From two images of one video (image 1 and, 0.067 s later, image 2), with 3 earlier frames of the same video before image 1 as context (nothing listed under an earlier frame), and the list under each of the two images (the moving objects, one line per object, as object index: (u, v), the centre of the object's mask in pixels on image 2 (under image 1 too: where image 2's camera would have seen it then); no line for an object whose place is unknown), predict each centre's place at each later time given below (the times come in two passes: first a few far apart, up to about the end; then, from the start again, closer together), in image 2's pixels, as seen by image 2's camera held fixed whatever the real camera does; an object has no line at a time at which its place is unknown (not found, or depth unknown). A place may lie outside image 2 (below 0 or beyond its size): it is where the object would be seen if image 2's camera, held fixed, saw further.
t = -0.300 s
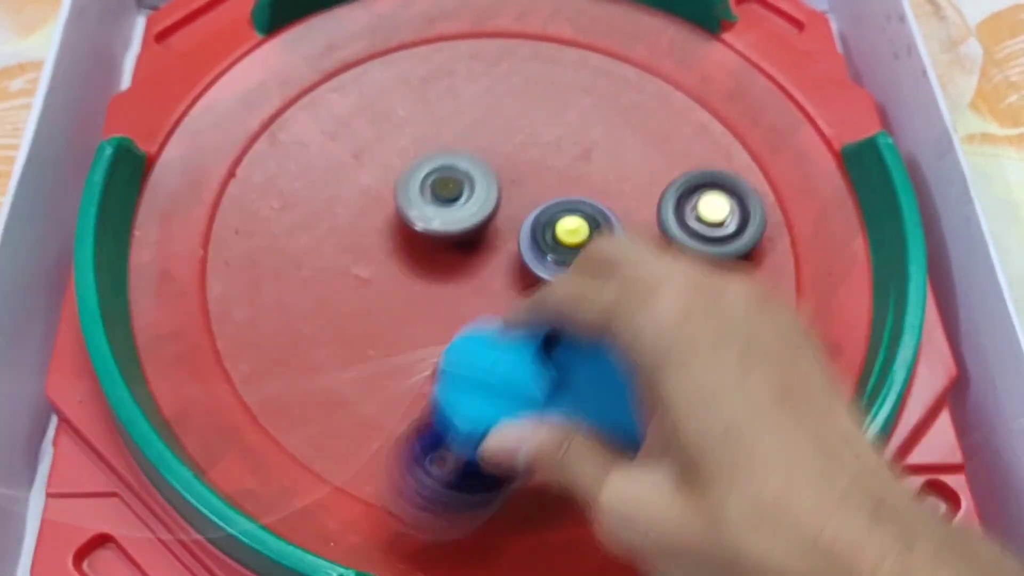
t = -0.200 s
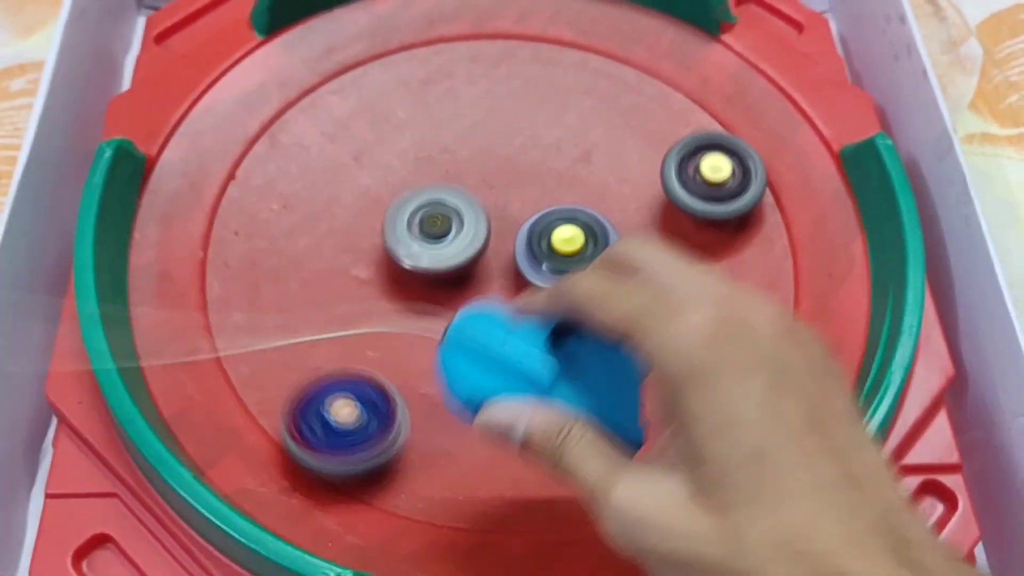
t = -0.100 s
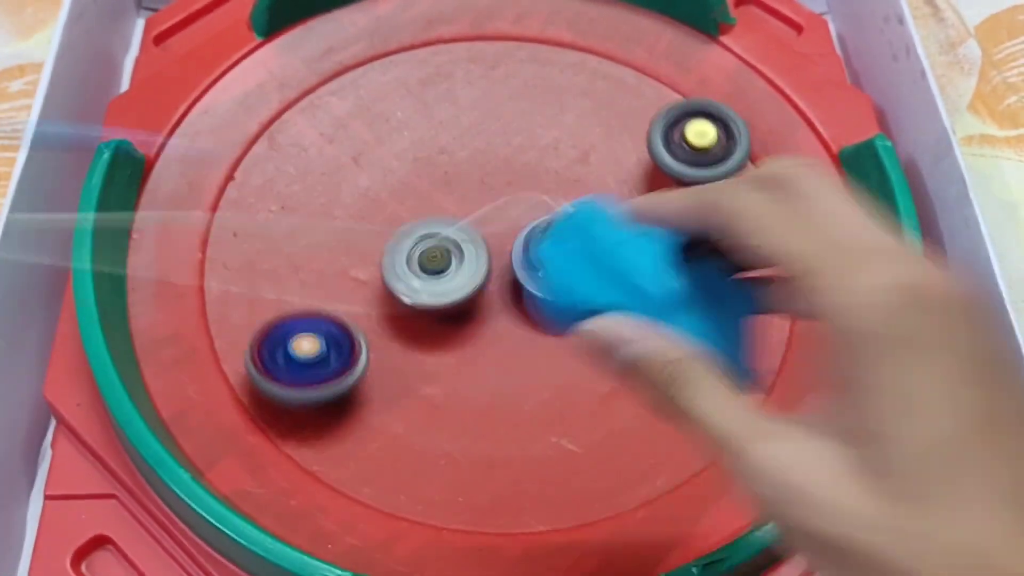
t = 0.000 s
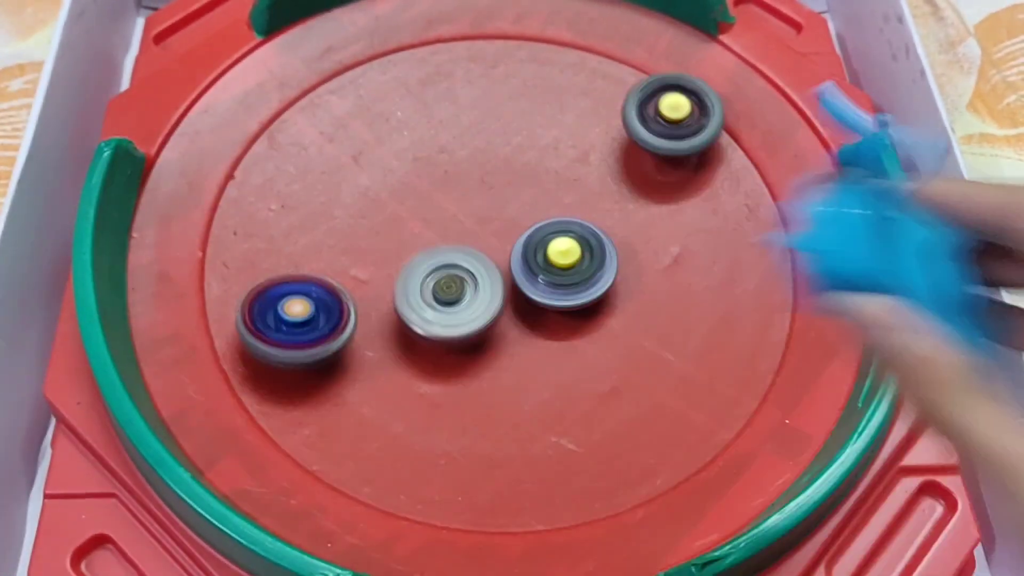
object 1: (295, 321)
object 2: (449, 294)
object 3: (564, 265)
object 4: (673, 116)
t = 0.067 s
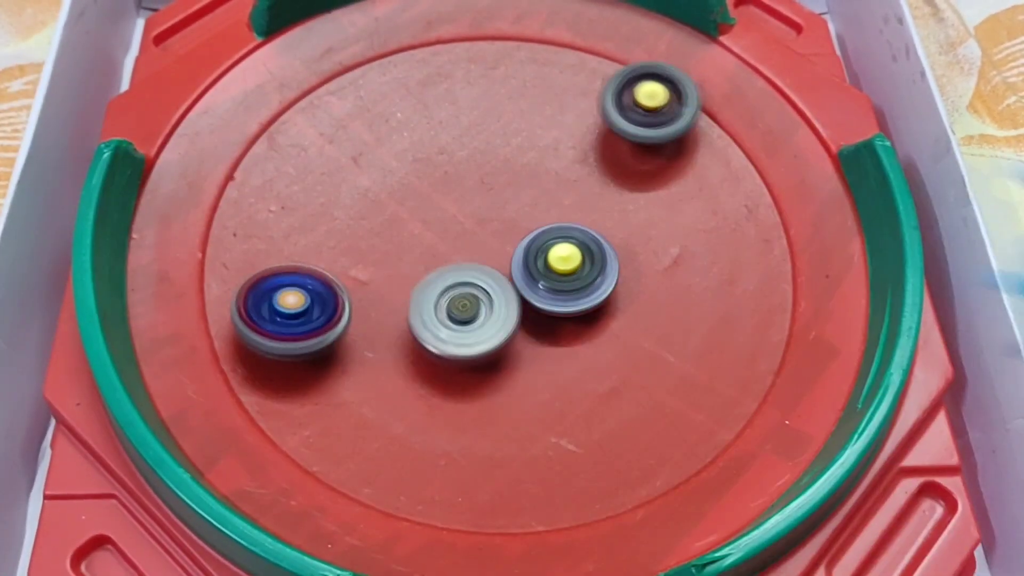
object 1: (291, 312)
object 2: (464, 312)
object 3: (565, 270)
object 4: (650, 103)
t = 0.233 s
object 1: (253, 328)
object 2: (502, 342)
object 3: (570, 274)
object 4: (590, 92)
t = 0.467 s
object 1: (319, 393)
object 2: (552, 358)
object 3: (572, 265)
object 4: (521, 120)
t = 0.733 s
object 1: (379, 248)
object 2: (600, 369)
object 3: (570, 242)
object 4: (474, 179)
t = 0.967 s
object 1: (272, 169)
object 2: (631, 342)
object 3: (568, 251)
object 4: (417, 234)
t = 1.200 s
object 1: (220, 207)
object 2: (681, 352)
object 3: (512, 201)
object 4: (423, 306)
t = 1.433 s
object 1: (321, 255)
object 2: (758, 335)
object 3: (379, 116)
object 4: (460, 353)
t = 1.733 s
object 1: (482, 154)
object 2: (670, 248)
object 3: (299, 148)
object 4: (539, 373)
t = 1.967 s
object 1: (451, 40)
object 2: (573, 232)
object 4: (589, 349)
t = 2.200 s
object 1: (372, 59)
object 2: (487, 248)
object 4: (607, 312)
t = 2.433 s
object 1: (401, 142)
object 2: (456, 267)
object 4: (600, 271)
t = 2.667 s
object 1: (537, 157)
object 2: (451, 269)
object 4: (581, 241)
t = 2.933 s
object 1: (582, 75)
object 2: (443, 231)
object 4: (575, 231)
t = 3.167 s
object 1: (559, 60)
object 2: (423, 224)
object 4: (559, 220)
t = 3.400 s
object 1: (546, 100)
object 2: (426, 228)
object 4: (548, 218)
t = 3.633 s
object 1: (588, 149)
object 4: (711, 165)
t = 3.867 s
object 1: (546, 224)
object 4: (724, 138)
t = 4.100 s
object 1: (415, 171)
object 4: (668, 141)
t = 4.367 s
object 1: (303, 236)
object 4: (622, 146)
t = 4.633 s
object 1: (504, 481)
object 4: (557, 148)
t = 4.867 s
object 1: (776, 351)
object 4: (531, 178)
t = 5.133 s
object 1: (659, 110)
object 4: (549, 200)
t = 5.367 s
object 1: (491, 112)
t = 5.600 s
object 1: (369, 269)
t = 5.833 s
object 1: (399, 443)
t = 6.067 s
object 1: (603, 492)
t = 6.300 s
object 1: (485, 442)
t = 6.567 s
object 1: (496, 433)
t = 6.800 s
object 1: (620, 342)
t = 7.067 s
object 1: (601, 224)
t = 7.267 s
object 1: (520, 107)
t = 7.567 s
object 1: (273, 96)
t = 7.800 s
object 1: (243, 270)
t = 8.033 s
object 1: (358, 394)
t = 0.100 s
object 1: (287, 310)
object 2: (472, 319)
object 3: (566, 271)
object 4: (637, 98)
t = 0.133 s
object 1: (281, 312)
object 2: (480, 326)
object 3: (567, 273)
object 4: (625, 95)
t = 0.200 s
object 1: (263, 321)
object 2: (494, 337)
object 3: (570, 274)
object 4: (602, 92)
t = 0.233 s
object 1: (253, 328)
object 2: (502, 342)
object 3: (570, 274)
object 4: (590, 92)
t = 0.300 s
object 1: (234, 351)
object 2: (517, 350)
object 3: (571, 273)
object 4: (567, 95)
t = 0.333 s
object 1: (236, 362)
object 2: (523, 354)
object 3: (572, 272)
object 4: (558, 99)
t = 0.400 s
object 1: (278, 382)
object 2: (537, 357)
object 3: (572, 270)
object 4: (538, 108)
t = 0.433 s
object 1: (299, 390)
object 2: (545, 358)
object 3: (573, 268)
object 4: (529, 113)
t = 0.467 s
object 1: (319, 393)
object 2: (552, 358)
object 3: (572, 265)
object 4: (521, 120)
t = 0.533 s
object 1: (364, 375)
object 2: (565, 356)
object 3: (568, 263)
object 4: (505, 135)
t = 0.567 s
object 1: (379, 358)
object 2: (572, 355)
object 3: (566, 263)
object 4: (499, 144)
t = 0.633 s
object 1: (395, 315)
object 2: (582, 352)
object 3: (564, 262)
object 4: (490, 161)
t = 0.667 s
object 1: (394, 292)
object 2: (587, 364)
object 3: (562, 248)
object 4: (487, 171)
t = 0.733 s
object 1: (379, 248)
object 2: (600, 369)
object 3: (570, 242)
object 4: (474, 179)
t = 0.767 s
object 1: (368, 228)
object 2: (607, 367)
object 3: (571, 244)
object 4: (469, 186)
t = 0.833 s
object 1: (339, 197)
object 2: (617, 361)
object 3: (560, 245)
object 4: (462, 207)
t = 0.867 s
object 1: (323, 186)
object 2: (621, 357)
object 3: (567, 248)
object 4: (446, 209)
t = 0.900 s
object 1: (307, 177)
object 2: (625, 352)
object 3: (571, 251)
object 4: (431, 213)
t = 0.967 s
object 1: (272, 169)
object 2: (631, 342)
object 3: (568, 251)
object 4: (417, 234)
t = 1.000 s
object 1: (257, 169)
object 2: (633, 337)
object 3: (566, 250)
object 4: (415, 245)
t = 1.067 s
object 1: (227, 175)
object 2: (634, 326)
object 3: (561, 249)
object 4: (414, 267)
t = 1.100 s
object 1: (220, 181)
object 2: (634, 319)
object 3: (558, 248)
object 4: (415, 276)
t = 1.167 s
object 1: (220, 199)
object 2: (644, 319)
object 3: (546, 240)
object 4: (419, 296)
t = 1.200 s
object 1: (220, 207)
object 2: (681, 352)
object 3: (512, 201)
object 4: (423, 306)
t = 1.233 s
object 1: (223, 215)
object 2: (707, 373)
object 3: (481, 168)
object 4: (428, 315)
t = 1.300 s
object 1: (238, 237)
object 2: (741, 385)
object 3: (433, 122)
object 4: (438, 331)
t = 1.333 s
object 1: (254, 248)
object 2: (750, 377)
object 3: (415, 111)
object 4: (443, 337)
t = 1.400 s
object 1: (297, 258)
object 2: (760, 349)
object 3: (389, 112)
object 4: (454, 348)
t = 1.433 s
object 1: (321, 255)
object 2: (758, 335)
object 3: (379, 116)
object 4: (460, 353)
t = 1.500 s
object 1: (362, 241)
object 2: (744, 308)
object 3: (361, 125)
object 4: (476, 361)
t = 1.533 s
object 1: (381, 228)
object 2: (735, 296)
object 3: (353, 130)
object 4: (484, 365)
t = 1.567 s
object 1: (397, 214)
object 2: (724, 284)
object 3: (345, 135)
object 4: (494, 368)
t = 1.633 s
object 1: (442, 199)
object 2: (702, 267)
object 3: (321, 129)
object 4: (511, 371)
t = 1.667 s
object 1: (458, 186)
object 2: (693, 260)
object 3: (311, 134)
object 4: (520, 372)
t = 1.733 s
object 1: (482, 154)
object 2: (670, 248)
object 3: (299, 148)
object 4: (539, 373)
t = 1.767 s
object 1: (489, 134)
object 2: (657, 243)
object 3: (293, 155)
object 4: (546, 371)
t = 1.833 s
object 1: (489, 95)
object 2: (630, 236)
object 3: (283, 170)
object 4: (561, 366)
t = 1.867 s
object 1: (483, 77)
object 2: (617, 235)
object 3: (279, 178)
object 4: (569, 363)
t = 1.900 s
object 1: (474, 61)
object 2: (603, 234)
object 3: (276, 185)
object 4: (577, 359)
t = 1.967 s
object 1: (451, 40)
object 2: (573, 232)
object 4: (589, 349)
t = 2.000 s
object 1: (437, 34)
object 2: (560, 233)
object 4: (595, 344)
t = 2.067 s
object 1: (410, 36)
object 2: (535, 236)
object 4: (601, 334)
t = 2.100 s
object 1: (398, 41)
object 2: (522, 239)
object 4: (604, 329)
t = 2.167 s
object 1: (379, 51)
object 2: (498, 245)
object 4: (607, 317)
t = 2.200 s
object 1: (372, 59)
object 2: (487, 248)
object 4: (607, 312)
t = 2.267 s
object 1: (362, 77)
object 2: (466, 255)
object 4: (607, 301)
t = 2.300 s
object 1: (362, 89)
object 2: (458, 259)
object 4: (607, 294)
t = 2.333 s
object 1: (365, 103)
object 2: (449, 262)
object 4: (606, 288)
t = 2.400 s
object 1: (386, 130)
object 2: (444, 266)
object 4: (602, 276)
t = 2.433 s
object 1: (401, 142)
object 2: (456, 267)
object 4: (600, 271)
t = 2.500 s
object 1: (436, 159)
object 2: (458, 269)
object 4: (595, 261)
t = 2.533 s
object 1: (458, 162)
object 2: (455, 271)
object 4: (592, 257)
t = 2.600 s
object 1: (498, 164)
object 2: (452, 271)
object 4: (587, 251)
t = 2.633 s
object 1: (518, 161)
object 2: (449, 273)
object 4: (584, 246)
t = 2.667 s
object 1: (537, 157)
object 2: (451, 269)
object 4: (581, 241)
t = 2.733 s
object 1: (564, 133)
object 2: (467, 252)
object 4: (592, 247)
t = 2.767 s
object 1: (573, 119)
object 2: (463, 247)
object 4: (598, 249)
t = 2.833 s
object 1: (585, 97)
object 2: (455, 241)
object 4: (590, 244)
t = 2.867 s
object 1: (585, 89)
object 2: (450, 238)
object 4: (582, 237)
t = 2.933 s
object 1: (582, 75)
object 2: (443, 231)
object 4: (575, 231)
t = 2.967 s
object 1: (579, 70)
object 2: (439, 229)
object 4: (572, 228)
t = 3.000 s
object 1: (576, 67)
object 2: (436, 227)
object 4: (570, 225)
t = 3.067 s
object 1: (569, 61)
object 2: (430, 224)
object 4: (566, 223)
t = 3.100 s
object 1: (566, 60)
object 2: (428, 224)
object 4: (564, 222)
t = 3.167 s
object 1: (559, 60)
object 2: (423, 224)
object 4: (559, 220)
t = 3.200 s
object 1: (555, 61)
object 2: (423, 224)
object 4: (556, 220)
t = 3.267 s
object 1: (544, 68)
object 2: (424, 227)
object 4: (550, 218)
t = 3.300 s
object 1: (540, 75)
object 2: (424, 227)
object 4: (547, 218)
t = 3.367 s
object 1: (542, 92)
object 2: (430, 230)
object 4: (543, 218)
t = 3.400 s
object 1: (546, 100)
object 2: (426, 228)
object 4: (548, 218)
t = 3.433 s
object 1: (551, 108)
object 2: (373, 228)
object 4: (606, 215)
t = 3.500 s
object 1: (561, 123)
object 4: (684, 204)
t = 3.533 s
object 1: (567, 129)
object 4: (706, 196)
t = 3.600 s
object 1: (580, 145)
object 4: (717, 176)
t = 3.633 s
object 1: (588, 149)
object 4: (711, 165)
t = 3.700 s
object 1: (570, 157)
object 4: (726, 147)
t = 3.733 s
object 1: (550, 163)
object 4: (740, 140)
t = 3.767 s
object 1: (540, 173)
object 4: (740, 135)
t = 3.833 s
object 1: (543, 210)
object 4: (730, 137)
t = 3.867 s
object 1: (546, 224)
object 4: (724, 138)
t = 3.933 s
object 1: (555, 248)
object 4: (710, 140)
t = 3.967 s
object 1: (566, 261)
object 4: (703, 142)
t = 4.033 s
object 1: (481, 209)
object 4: (684, 142)
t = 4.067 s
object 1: (446, 188)
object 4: (677, 142)
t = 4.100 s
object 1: (415, 171)
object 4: (668, 141)
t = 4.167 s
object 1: (365, 151)
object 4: (652, 141)
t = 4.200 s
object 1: (346, 151)
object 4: (647, 141)
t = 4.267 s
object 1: (320, 168)
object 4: (639, 141)
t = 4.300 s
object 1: (311, 185)
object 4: (635, 144)
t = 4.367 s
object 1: (303, 236)
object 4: (622, 146)
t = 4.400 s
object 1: (303, 270)
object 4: (608, 140)
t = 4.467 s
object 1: (321, 345)
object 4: (589, 138)
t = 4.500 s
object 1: (339, 382)
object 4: (582, 141)
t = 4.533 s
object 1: (369, 416)
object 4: (575, 143)
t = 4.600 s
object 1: (450, 468)
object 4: (562, 145)
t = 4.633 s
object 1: (504, 481)
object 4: (557, 148)
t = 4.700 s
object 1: (603, 481)
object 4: (549, 155)
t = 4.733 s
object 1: (653, 467)
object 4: (546, 158)
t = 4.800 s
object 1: (728, 421)
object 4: (539, 167)
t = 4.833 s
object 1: (756, 388)
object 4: (535, 172)
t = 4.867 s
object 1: (776, 351)
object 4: (531, 178)
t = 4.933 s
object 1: (787, 278)
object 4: (525, 190)
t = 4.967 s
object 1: (782, 243)
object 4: (521, 197)
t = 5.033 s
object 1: (749, 179)
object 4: (518, 206)
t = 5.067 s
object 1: (725, 153)
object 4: (516, 211)
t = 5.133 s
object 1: (659, 110)
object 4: (549, 200)
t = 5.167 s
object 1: (632, 99)
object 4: (560, 213)
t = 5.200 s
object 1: (617, 94)
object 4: (566, 222)
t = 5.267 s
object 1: (582, 96)
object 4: (572, 233)
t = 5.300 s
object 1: (555, 98)
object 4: (573, 237)
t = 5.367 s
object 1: (491, 112)
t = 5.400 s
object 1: (461, 124)
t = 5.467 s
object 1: (409, 162)
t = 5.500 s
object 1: (390, 186)
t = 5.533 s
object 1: (378, 212)
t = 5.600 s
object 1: (369, 269)
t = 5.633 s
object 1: (373, 297)
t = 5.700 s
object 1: (399, 353)
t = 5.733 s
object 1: (422, 376)
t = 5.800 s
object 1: (400, 424)
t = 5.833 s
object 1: (399, 443)
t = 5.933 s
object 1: (461, 489)
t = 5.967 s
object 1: (495, 499)
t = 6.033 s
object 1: (580, 498)
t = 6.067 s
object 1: (603, 492)
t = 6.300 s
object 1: (485, 442)
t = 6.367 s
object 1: (488, 431)
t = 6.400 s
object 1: (488, 427)
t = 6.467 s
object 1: (486, 427)
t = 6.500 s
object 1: (484, 430)
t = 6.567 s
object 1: (496, 433)
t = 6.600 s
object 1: (546, 441)
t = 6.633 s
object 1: (583, 438)
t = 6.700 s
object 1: (621, 408)
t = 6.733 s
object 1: (627, 385)
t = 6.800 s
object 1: (620, 342)
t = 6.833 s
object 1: (611, 320)
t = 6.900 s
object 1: (580, 285)
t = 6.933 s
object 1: (562, 271)
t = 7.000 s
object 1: (538, 249)
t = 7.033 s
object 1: (573, 237)
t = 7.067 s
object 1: (601, 224)
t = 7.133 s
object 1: (608, 185)
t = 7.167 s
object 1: (590, 158)
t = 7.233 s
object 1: (545, 120)
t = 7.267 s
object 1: (520, 107)
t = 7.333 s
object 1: (465, 87)
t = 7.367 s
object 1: (439, 80)
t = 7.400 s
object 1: (410, 75)
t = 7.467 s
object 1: (354, 73)
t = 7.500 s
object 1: (326, 77)
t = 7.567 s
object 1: (273, 96)
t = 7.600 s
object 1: (255, 123)
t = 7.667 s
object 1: (228, 176)
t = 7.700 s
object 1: (222, 198)
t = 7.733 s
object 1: (222, 222)
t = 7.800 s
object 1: (243, 270)
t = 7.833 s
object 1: (262, 292)
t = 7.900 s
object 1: (314, 328)
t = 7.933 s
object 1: (345, 338)
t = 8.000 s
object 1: (366, 369)
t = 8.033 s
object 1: (358, 394)
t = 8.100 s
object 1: (377, 423)
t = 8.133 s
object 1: (402, 430)
